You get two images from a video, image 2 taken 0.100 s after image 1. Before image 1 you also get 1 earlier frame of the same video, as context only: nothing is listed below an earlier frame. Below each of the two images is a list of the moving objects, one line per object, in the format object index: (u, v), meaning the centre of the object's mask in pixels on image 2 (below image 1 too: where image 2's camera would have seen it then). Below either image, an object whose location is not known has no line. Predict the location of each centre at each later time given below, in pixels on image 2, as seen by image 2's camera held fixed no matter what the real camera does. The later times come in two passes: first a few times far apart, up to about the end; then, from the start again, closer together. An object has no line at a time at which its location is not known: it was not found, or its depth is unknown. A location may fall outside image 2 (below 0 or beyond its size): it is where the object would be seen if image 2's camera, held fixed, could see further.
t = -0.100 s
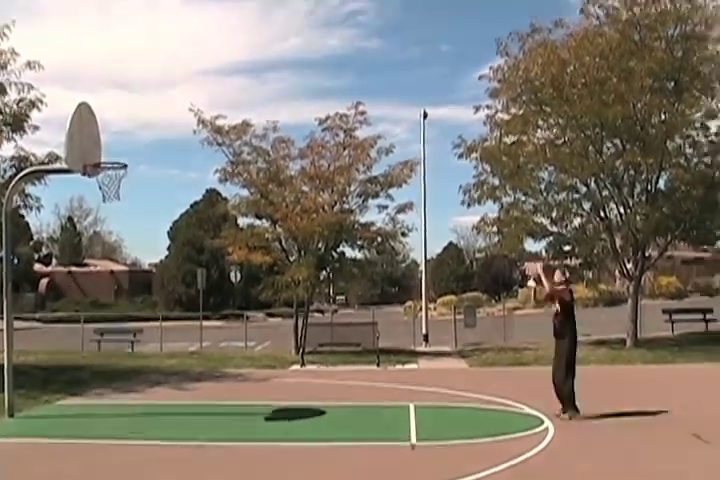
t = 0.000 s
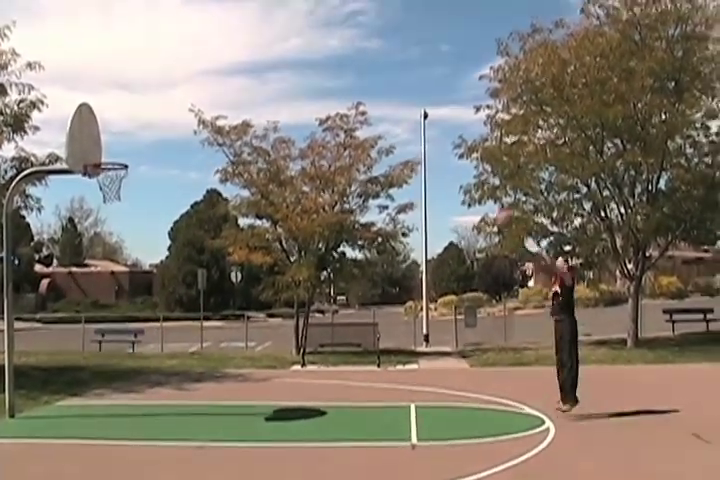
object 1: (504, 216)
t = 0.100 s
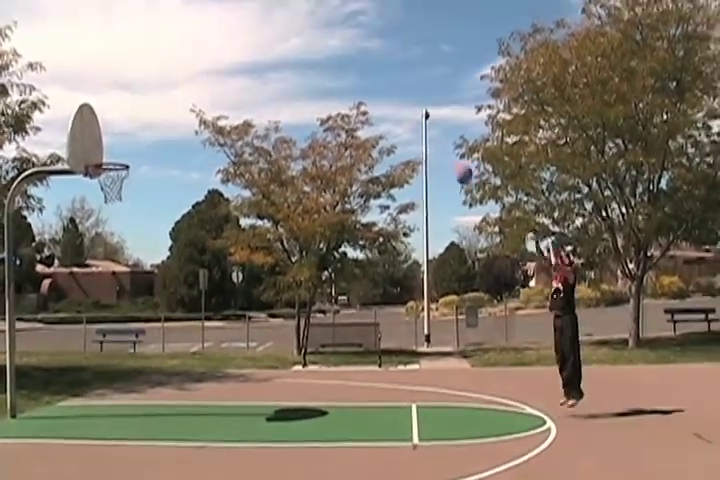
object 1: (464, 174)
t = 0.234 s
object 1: (408, 128)
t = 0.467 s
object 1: (317, 85)
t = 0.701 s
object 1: (229, 88)
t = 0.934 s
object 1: (147, 133)
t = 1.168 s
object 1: (100, 139)
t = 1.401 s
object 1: (130, 133)
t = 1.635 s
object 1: (162, 176)
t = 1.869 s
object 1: (195, 273)
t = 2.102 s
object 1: (238, 435)
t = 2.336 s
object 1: (250, 315)
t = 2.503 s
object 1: (260, 252)
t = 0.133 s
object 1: (450, 161)
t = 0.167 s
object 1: (436, 149)
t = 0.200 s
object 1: (422, 138)
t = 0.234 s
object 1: (408, 128)
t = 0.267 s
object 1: (395, 119)
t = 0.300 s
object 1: (382, 111)
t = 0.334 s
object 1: (368, 104)
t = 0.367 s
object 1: (355, 98)
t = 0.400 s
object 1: (343, 93)
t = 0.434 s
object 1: (330, 89)
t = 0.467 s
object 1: (317, 85)
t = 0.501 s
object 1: (304, 83)
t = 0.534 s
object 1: (291, 81)
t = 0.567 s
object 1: (279, 81)
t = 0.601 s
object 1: (266, 82)
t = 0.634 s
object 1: (254, 83)
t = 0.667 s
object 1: (241, 85)
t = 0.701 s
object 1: (229, 88)
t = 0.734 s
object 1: (217, 92)
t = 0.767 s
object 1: (205, 96)
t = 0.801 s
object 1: (193, 102)
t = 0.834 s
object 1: (181, 109)
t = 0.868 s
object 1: (170, 116)
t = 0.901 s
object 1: (158, 124)
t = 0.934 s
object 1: (147, 133)
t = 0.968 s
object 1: (136, 143)
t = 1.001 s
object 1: (124, 154)
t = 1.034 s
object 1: (113, 157)
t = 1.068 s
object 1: (105, 153)
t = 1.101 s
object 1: (96, 147)
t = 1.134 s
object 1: (96, 143)
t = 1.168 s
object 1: (100, 139)
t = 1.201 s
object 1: (105, 135)
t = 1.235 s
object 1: (109, 133)
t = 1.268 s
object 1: (113, 131)
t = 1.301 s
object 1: (117, 130)
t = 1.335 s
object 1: (122, 130)
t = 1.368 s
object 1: (126, 131)
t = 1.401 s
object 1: (130, 133)
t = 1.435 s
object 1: (135, 136)
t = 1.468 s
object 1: (140, 140)
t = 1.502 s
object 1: (144, 146)
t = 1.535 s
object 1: (149, 151)
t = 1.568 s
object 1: (153, 159)
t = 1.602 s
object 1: (158, 167)
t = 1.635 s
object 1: (162, 176)
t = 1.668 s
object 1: (167, 186)
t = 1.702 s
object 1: (172, 198)
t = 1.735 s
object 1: (176, 211)
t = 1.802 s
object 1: (184, 238)
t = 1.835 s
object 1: (189, 255)
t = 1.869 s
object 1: (195, 273)
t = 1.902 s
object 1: (201, 292)
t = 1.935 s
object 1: (207, 312)
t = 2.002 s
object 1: (219, 357)
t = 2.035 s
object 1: (224, 382)
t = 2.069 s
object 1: (232, 409)
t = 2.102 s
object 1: (238, 435)
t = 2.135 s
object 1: (240, 426)
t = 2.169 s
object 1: (242, 405)
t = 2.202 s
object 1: (243, 386)
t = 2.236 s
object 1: (245, 365)
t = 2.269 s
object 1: (247, 348)
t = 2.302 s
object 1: (248, 332)
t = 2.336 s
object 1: (250, 315)
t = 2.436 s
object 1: (257, 276)
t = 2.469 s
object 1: (258, 263)
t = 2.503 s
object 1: (260, 252)
